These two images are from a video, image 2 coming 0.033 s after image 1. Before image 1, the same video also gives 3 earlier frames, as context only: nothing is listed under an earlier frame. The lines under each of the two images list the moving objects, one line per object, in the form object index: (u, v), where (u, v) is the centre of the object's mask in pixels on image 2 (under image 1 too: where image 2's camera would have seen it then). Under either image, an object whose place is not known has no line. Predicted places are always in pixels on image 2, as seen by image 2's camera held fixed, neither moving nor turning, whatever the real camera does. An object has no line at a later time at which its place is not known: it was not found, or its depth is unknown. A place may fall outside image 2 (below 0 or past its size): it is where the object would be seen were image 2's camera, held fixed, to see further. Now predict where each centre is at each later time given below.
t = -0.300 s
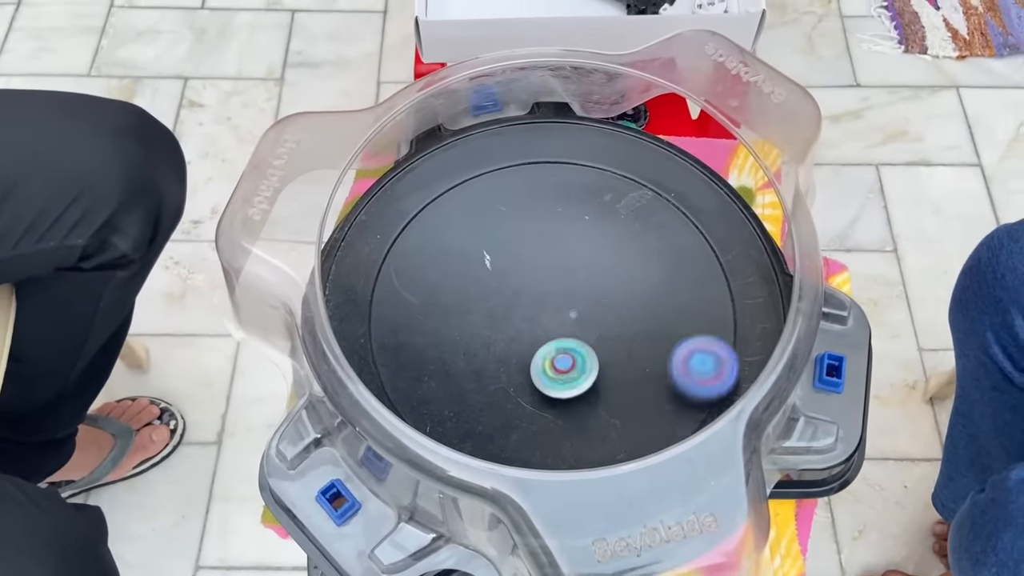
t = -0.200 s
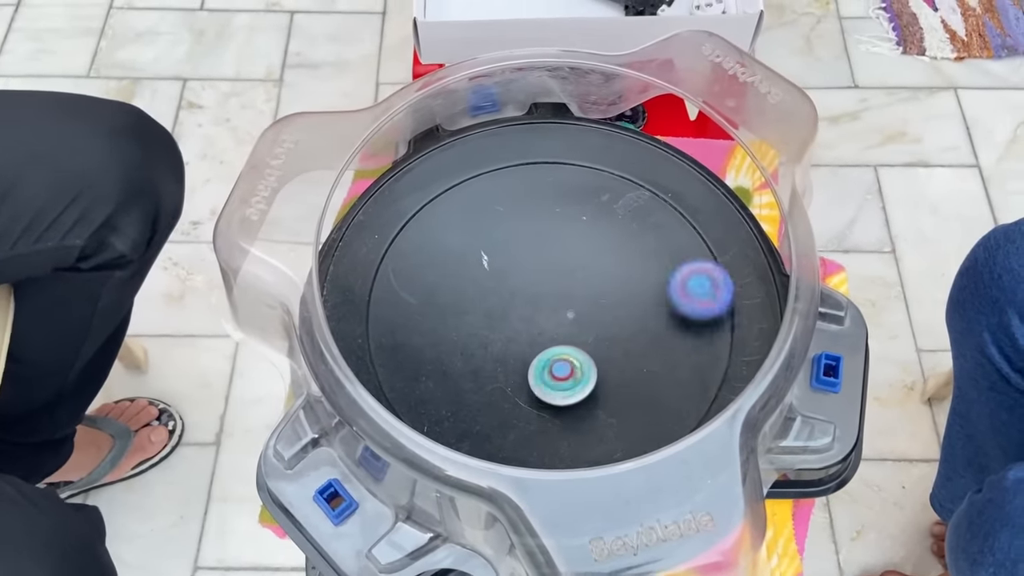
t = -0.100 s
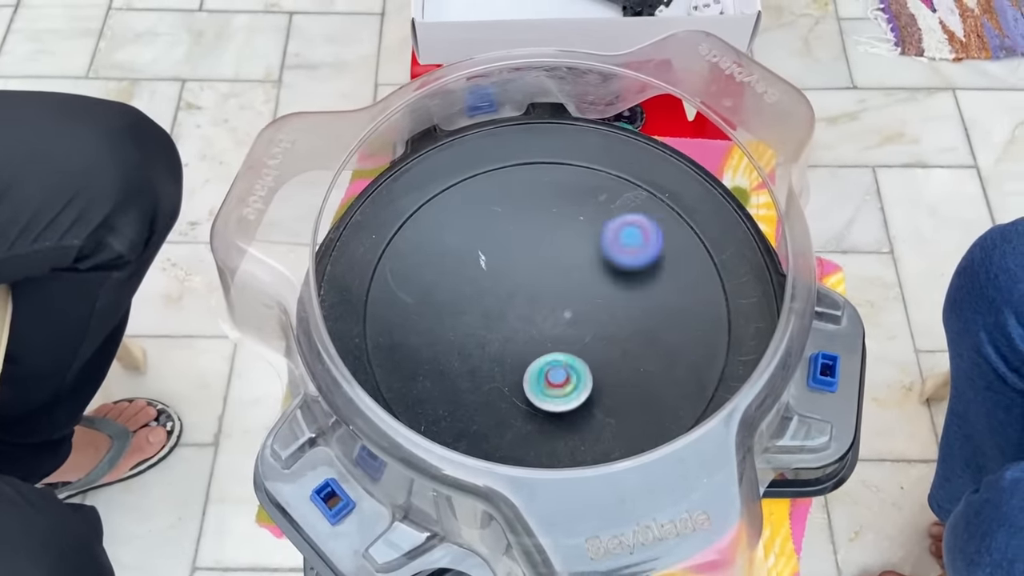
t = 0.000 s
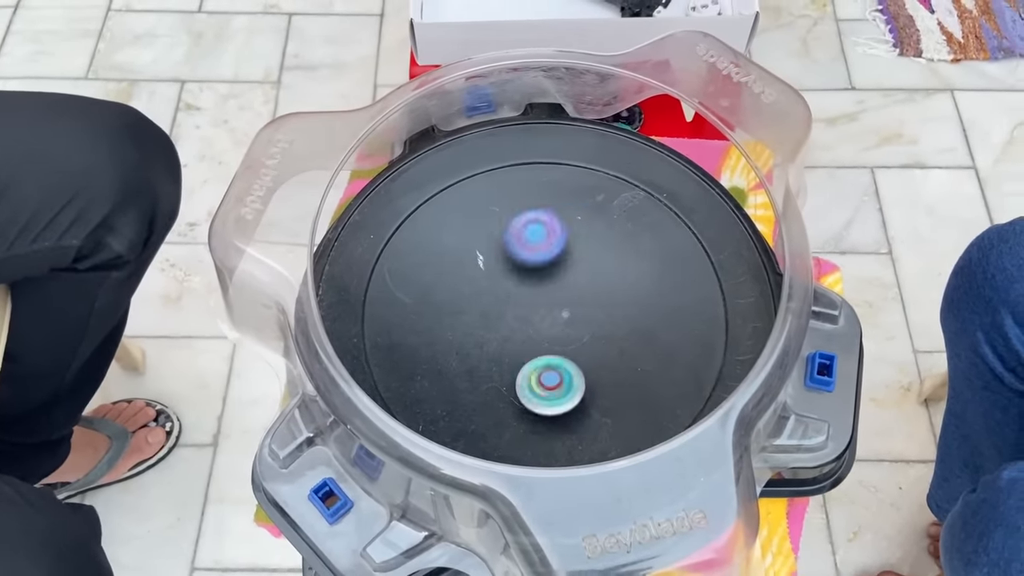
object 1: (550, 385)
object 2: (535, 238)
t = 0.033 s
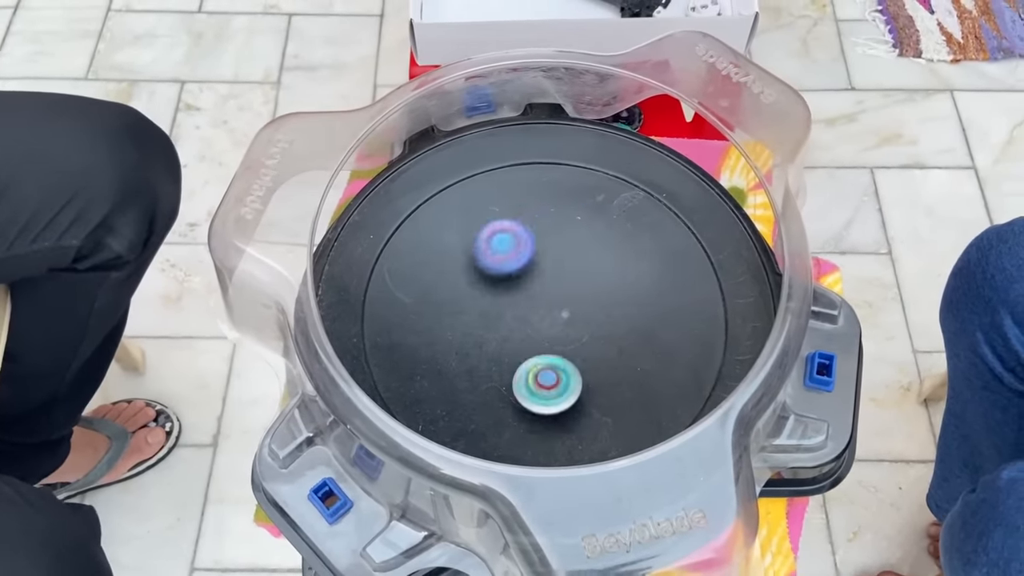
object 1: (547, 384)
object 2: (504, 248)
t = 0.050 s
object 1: (545, 383)
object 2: (490, 255)
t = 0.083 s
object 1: (543, 381)
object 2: (464, 273)
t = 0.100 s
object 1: (541, 380)
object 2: (454, 283)
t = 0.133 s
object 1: (538, 377)
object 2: (437, 304)
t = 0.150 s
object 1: (537, 376)
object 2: (431, 316)
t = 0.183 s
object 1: (533, 373)
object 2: (425, 341)
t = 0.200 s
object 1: (531, 372)
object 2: (424, 355)
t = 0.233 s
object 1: (528, 369)
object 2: (428, 382)
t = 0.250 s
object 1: (526, 368)
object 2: (433, 396)
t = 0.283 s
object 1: (523, 365)
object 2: (450, 417)
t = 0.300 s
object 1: (521, 363)
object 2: (461, 426)
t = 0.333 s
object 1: (518, 360)
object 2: (488, 439)
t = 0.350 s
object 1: (516, 358)
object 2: (503, 443)
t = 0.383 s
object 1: (513, 355)
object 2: (535, 448)
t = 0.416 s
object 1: (509, 352)
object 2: (565, 447)
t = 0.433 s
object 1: (508, 351)
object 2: (578, 444)
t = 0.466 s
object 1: (505, 347)
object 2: (601, 435)
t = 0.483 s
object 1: (504, 346)
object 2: (611, 429)
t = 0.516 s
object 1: (502, 343)
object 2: (625, 413)
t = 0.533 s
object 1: (500, 341)
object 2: (630, 404)
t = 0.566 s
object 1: (498, 338)
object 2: (635, 386)
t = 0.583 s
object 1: (497, 336)
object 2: (636, 377)
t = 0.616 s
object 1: (494, 333)
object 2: (632, 358)
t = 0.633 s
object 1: (493, 332)
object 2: (629, 348)
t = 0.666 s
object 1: (491, 329)
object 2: (620, 328)
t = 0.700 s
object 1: (489, 326)
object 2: (604, 309)
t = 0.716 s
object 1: (488, 324)
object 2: (593, 300)
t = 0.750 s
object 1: (486, 321)
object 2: (569, 288)
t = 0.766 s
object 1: (485, 319)
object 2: (555, 283)
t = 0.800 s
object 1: (481, 317)
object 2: (529, 276)
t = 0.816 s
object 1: (474, 319)
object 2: (526, 265)
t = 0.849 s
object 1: (458, 321)
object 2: (524, 245)
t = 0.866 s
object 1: (450, 325)
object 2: (522, 238)
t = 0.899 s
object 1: (440, 327)
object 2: (520, 231)
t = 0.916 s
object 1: (436, 329)
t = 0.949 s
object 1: (431, 331)
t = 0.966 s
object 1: (430, 331)
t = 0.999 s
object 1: (432, 331)
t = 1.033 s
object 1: (439, 331)
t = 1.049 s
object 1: (442, 331)
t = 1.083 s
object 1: (451, 332)
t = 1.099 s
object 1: (456, 332)
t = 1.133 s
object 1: (466, 334)
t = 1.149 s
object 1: (470, 333)
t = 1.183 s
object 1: (479, 334)
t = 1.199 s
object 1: (484, 334)
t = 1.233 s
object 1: (492, 334)
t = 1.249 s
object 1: (497, 334)
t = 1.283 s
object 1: (506, 334)
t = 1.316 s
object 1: (518, 340)
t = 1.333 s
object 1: (526, 344)
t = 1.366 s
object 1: (539, 350)
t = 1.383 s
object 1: (545, 352)
